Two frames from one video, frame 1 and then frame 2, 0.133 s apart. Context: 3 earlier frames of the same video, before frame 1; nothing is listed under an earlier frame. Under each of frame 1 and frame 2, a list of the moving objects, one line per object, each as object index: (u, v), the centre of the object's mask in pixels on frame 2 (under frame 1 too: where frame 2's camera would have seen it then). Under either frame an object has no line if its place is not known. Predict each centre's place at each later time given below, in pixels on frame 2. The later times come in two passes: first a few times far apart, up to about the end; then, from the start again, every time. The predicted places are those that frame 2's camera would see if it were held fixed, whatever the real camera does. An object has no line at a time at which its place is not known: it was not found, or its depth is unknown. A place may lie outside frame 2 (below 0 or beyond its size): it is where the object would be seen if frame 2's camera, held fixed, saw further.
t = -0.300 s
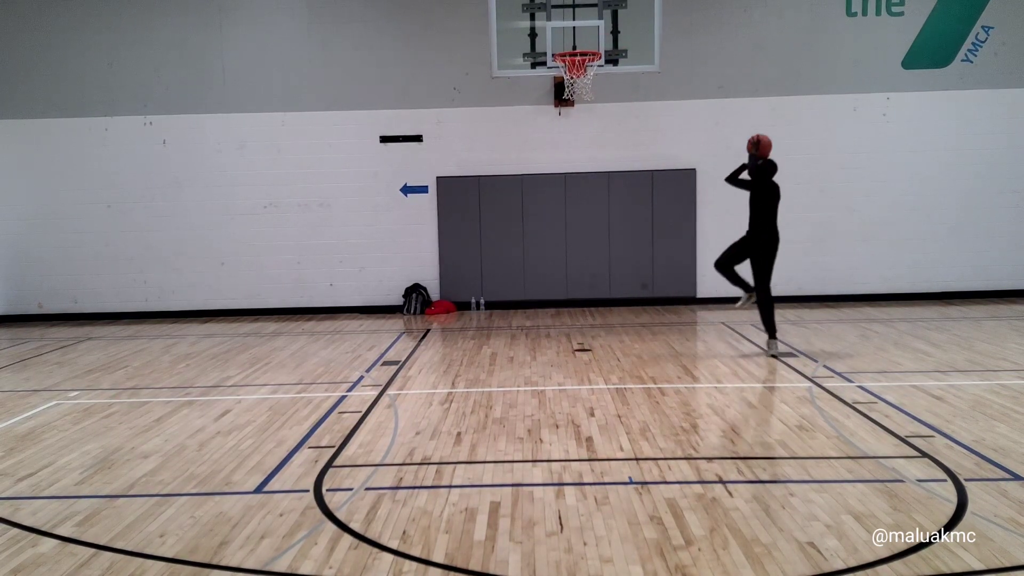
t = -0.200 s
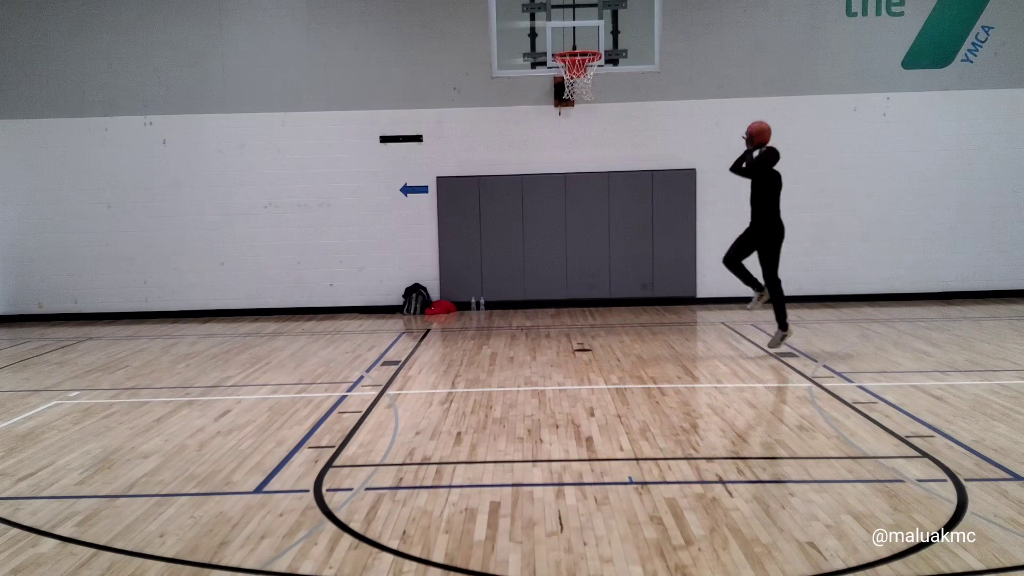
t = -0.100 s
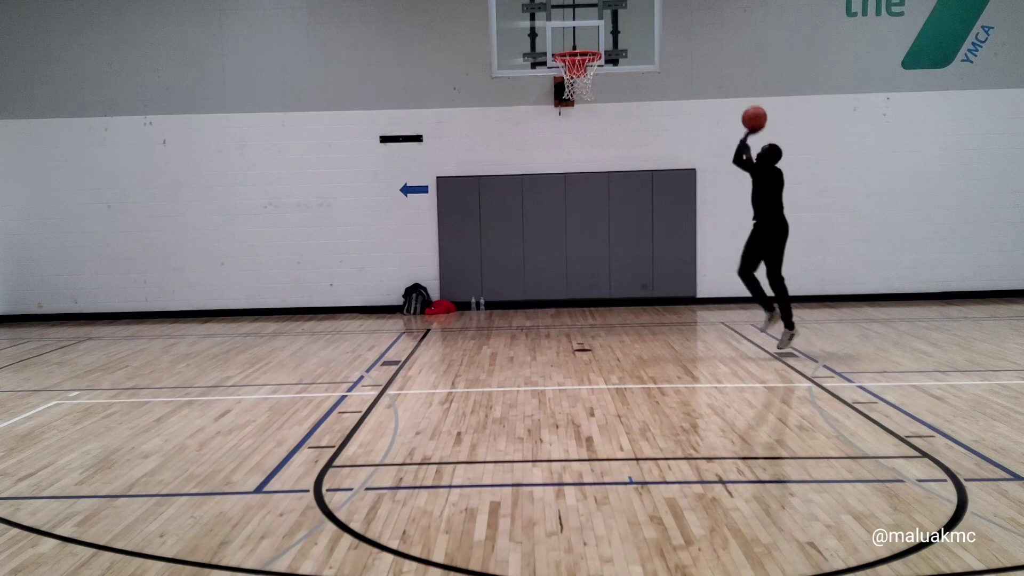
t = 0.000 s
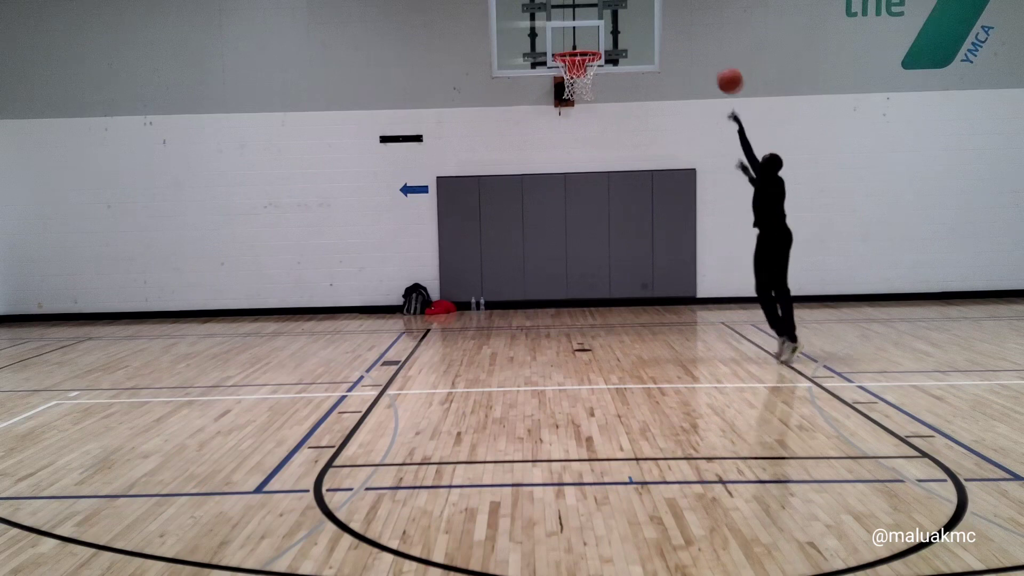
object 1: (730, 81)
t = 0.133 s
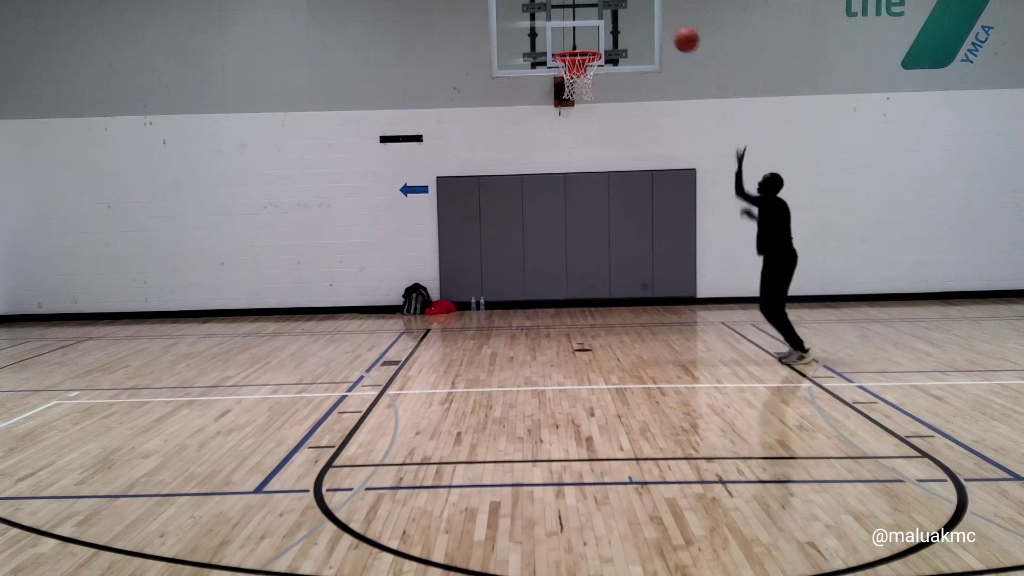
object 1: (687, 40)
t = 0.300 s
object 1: (635, 16)
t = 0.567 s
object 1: (577, 28)
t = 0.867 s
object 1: (595, 27)
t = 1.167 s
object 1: (645, 79)
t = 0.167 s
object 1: (676, 33)
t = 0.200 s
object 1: (666, 27)
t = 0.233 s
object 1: (655, 22)
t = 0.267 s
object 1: (645, 19)
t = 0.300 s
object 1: (635, 16)
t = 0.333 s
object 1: (626, 14)
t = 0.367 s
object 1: (616, 14)
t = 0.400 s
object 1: (607, 14)
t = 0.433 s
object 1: (600, 15)
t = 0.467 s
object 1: (594, 17)
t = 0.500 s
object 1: (589, 19)
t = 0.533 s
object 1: (583, 23)
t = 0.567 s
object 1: (577, 28)
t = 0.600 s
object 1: (571, 34)
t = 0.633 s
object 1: (565, 41)
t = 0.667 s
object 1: (564, 42)
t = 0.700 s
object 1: (569, 38)
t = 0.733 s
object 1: (574, 34)
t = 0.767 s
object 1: (580, 31)
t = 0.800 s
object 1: (585, 29)
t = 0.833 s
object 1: (590, 27)
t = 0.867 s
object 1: (595, 27)
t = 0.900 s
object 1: (601, 29)
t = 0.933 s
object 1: (607, 31)
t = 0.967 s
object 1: (612, 35)
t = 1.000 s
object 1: (618, 39)
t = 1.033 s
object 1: (623, 44)
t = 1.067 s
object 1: (628, 51)
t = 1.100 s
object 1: (634, 59)
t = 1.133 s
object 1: (639, 68)
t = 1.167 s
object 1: (645, 79)
